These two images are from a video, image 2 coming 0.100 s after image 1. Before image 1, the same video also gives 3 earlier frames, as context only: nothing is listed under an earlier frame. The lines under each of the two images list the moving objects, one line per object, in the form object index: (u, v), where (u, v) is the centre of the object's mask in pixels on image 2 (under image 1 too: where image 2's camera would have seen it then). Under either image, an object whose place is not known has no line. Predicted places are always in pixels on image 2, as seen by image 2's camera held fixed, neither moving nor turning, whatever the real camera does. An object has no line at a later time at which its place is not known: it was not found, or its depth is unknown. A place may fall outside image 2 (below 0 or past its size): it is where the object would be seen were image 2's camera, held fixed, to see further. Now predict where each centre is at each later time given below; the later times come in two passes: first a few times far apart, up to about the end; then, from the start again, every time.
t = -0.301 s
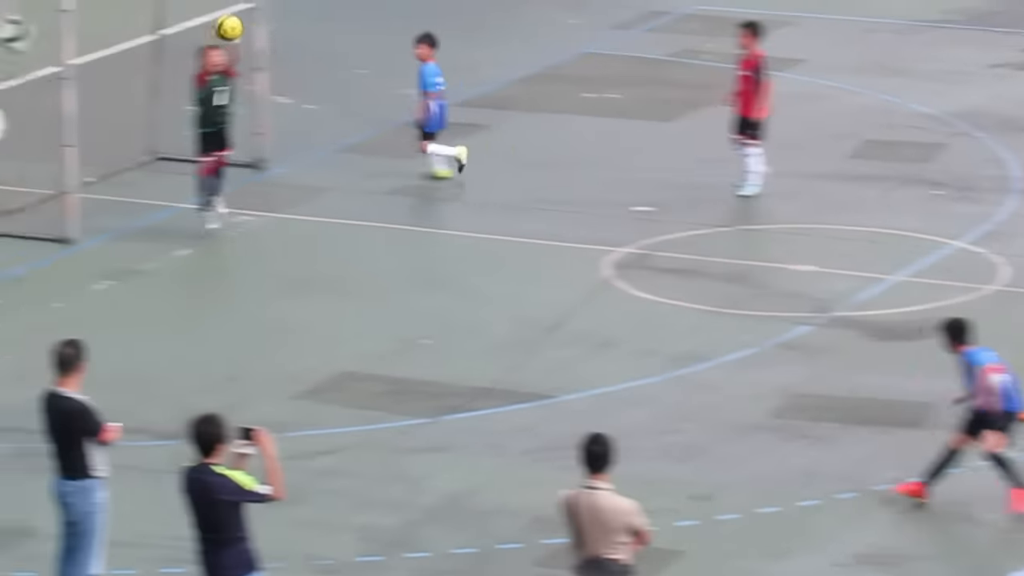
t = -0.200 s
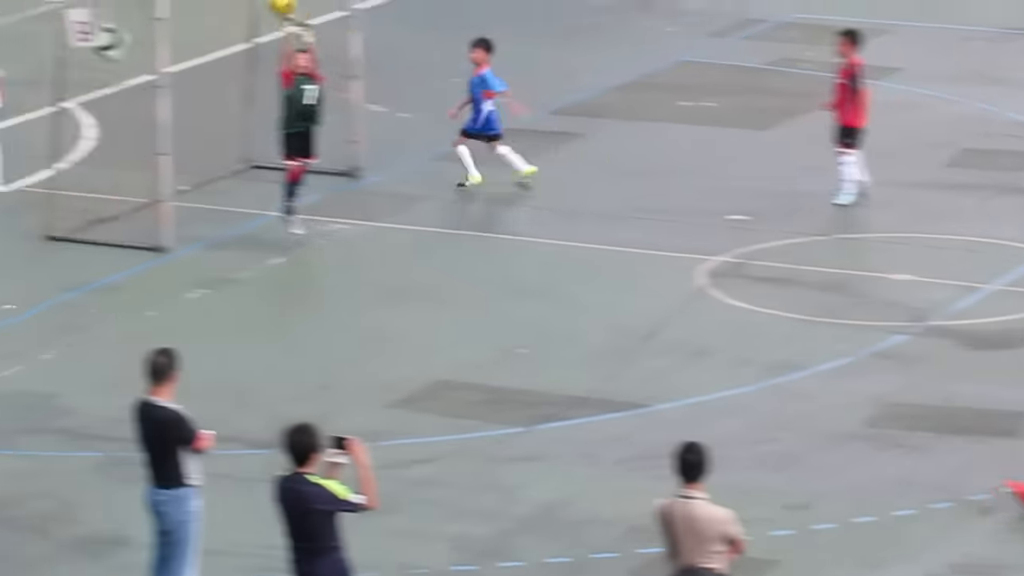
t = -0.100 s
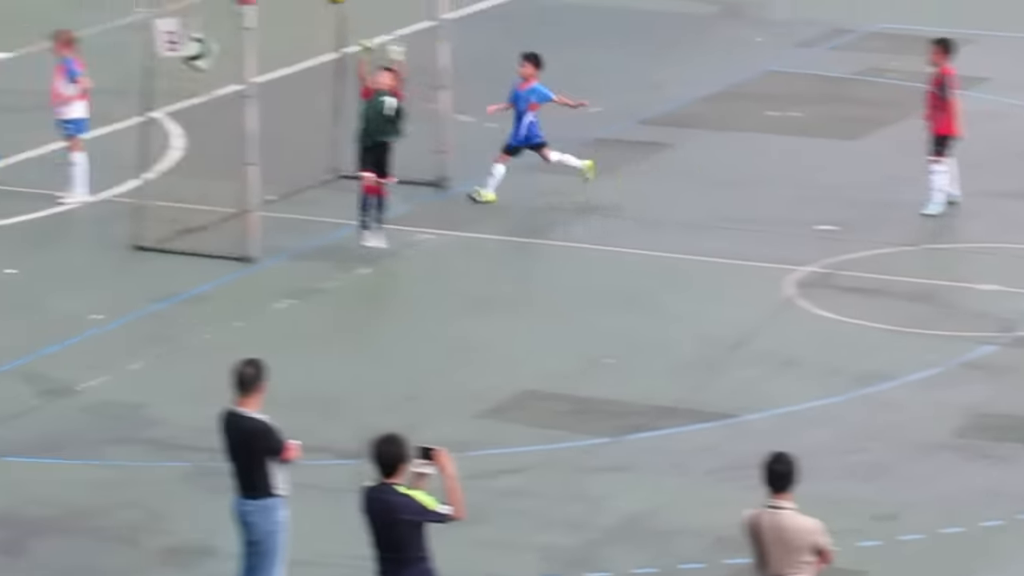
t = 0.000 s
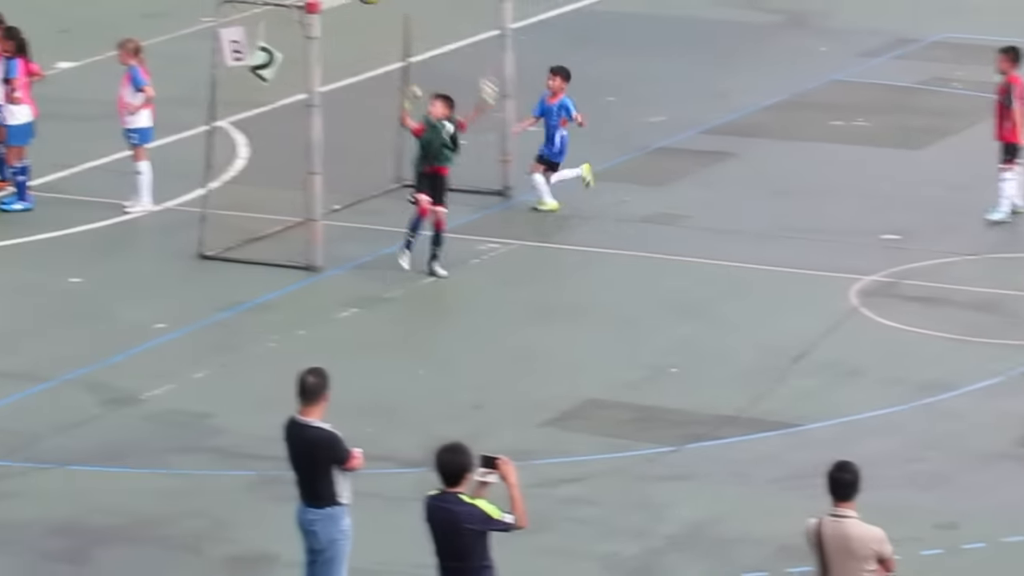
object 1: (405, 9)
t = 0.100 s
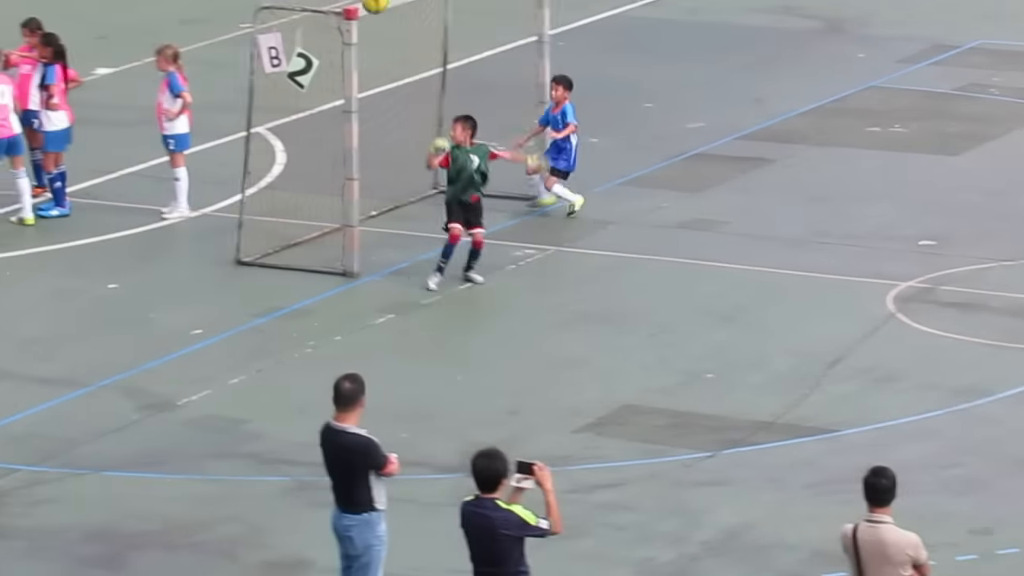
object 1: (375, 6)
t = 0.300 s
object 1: (312, 44)
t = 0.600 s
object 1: (223, 206)
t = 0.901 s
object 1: (168, 207)
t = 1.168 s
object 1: (136, 190)
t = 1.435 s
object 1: (109, 262)
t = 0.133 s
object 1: (364, 6)
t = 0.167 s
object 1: (355, 9)
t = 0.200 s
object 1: (343, 15)
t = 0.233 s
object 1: (334, 23)
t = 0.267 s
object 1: (324, 33)
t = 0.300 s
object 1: (312, 44)
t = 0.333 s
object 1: (301, 57)
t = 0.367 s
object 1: (292, 70)
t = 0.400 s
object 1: (282, 85)
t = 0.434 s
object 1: (272, 102)
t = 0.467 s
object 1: (262, 120)
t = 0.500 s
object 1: (252, 140)
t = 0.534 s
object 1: (243, 161)
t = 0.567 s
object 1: (232, 183)
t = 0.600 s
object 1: (223, 206)
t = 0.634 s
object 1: (214, 232)
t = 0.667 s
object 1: (206, 257)
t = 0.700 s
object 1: (198, 277)
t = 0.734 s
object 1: (192, 262)
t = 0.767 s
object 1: (188, 248)
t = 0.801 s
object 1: (182, 235)
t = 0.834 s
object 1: (178, 226)
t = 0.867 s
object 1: (173, 216)
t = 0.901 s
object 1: (168, 207)
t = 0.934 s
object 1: (163, 200)
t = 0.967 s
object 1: (160, 195)
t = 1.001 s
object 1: (156, 191)
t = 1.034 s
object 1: (152, 188)
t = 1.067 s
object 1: (147, 186)
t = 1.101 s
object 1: (144, 187)
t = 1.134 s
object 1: (140, 188)
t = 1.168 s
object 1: (136, 190)
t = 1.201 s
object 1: (131, 194)
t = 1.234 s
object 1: (127, 200)
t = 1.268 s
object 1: (124, 208)
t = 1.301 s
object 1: (120, 216)
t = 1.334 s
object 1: (117, 225)
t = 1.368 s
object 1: (114, 236)
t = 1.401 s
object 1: (112, 249)
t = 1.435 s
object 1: (109, 262)
